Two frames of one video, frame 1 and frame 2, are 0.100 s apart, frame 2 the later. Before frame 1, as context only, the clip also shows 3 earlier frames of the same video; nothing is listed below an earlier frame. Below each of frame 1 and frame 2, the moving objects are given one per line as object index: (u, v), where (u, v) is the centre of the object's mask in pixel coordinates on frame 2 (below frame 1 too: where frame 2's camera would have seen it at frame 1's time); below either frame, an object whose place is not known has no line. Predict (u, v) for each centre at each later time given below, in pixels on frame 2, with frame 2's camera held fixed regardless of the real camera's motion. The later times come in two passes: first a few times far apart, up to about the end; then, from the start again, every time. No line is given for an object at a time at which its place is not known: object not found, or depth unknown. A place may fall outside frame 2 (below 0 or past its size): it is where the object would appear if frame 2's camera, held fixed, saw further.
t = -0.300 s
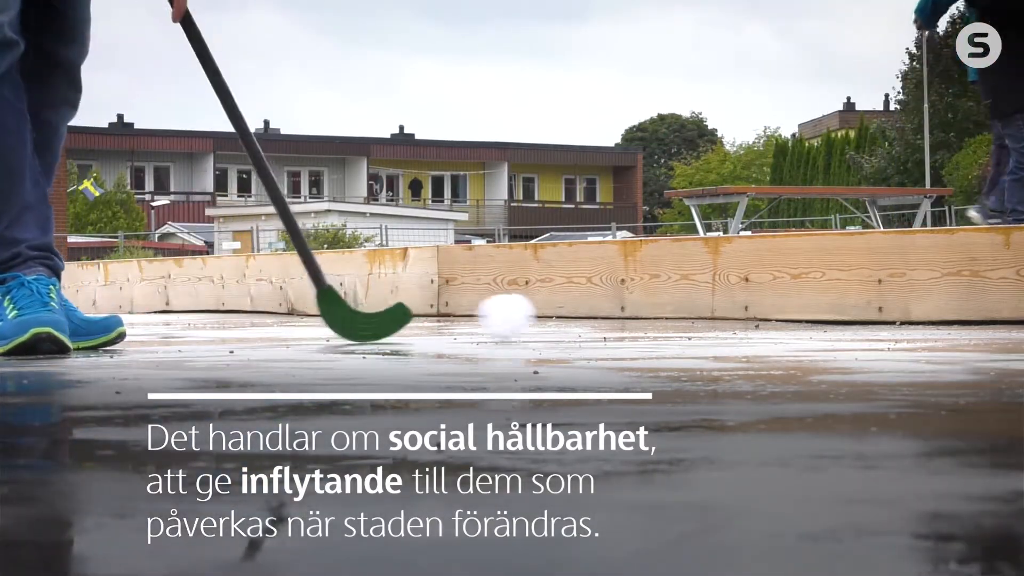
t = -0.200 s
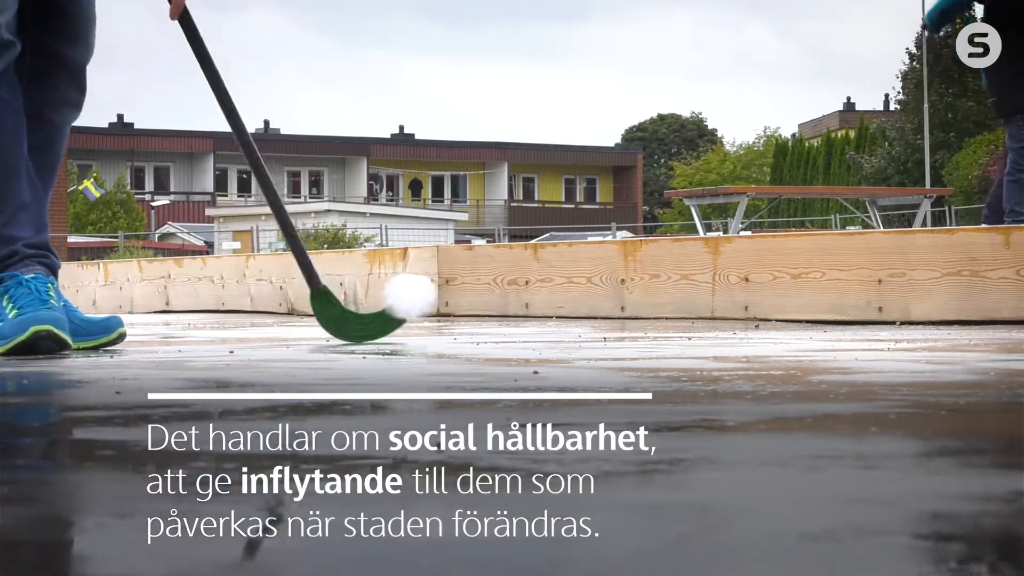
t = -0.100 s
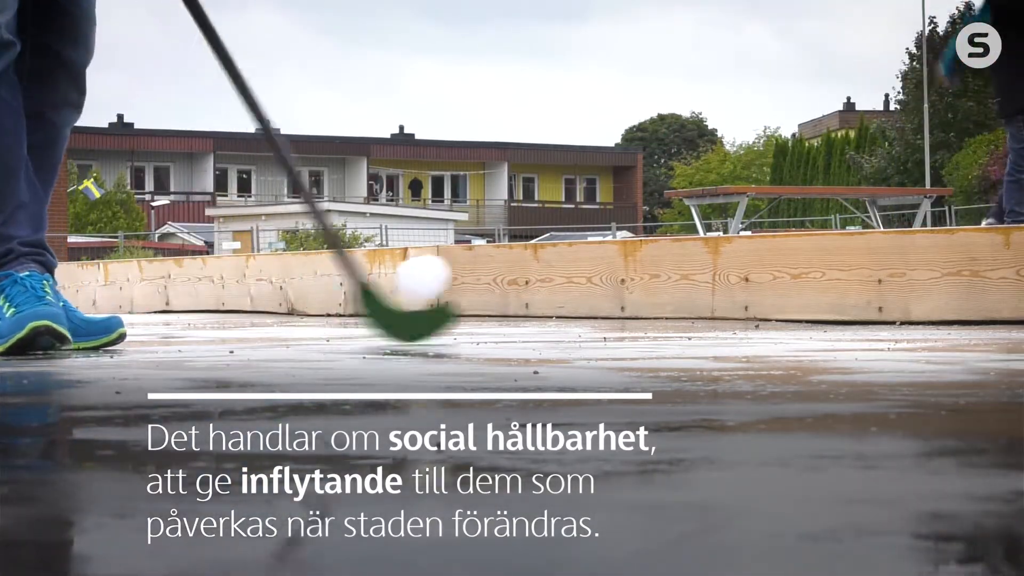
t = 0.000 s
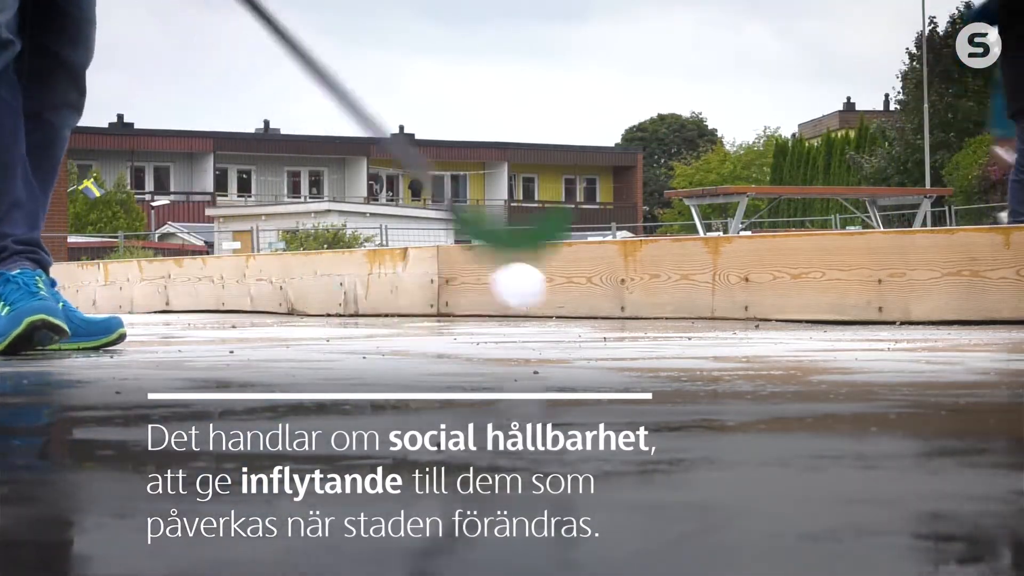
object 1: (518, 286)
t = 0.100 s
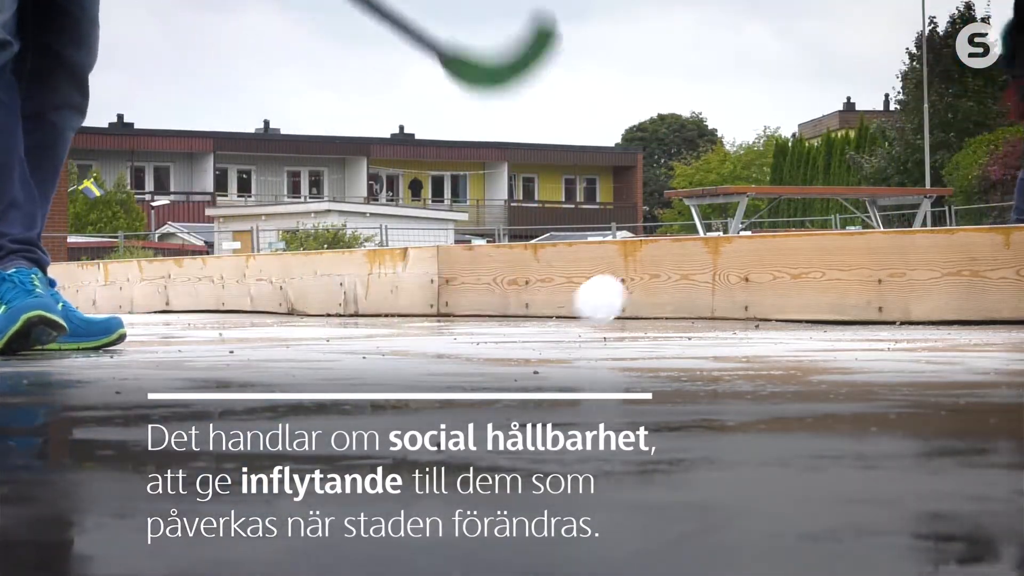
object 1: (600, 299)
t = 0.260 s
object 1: (692, 313)
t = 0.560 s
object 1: (817, 311)
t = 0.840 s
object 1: (929, 313)
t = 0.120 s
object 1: (612, 293)
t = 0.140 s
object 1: (623, 288)
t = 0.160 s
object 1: (635, 287)
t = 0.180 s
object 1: (646, 288)
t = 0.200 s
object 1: (657, 290)
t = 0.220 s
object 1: (669, 295)
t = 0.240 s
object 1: (681, 303)
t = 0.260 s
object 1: (692, 313)
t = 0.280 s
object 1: (702, 312)
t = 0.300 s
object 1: (710, 306)
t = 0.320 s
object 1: (718, 302)
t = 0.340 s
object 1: (726, 300)
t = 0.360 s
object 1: (734, 301)
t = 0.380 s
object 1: (742, 304)
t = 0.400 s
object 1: (750, 309)
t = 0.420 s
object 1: (759, 315)
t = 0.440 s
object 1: (767, 311)
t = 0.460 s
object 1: (776, 307)
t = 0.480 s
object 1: (784, 306)
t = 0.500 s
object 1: (792, 308)
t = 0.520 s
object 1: (801, 312)
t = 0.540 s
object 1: (809, 314)
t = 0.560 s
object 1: (817, 311)
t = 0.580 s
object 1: (826, 310)
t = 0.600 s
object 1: (834, 311)
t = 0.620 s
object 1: (842, 314)
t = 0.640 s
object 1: (850, 313)
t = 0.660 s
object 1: (859, 312)
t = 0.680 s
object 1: (867, 314)
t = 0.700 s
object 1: (875, 315)
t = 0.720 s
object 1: (883, 313)
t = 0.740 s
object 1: (890, 312)
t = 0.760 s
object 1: (898, 314)
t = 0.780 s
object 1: (906, 313)
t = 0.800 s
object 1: (913, 313)
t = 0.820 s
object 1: (921, 314)
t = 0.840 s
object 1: (929, 313)
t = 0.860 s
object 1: (937, 314)
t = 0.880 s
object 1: (945, 314)
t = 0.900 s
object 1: (952, 315)
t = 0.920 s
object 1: (960, 313)
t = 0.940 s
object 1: (966, 314)
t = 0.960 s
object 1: (974, 314)
